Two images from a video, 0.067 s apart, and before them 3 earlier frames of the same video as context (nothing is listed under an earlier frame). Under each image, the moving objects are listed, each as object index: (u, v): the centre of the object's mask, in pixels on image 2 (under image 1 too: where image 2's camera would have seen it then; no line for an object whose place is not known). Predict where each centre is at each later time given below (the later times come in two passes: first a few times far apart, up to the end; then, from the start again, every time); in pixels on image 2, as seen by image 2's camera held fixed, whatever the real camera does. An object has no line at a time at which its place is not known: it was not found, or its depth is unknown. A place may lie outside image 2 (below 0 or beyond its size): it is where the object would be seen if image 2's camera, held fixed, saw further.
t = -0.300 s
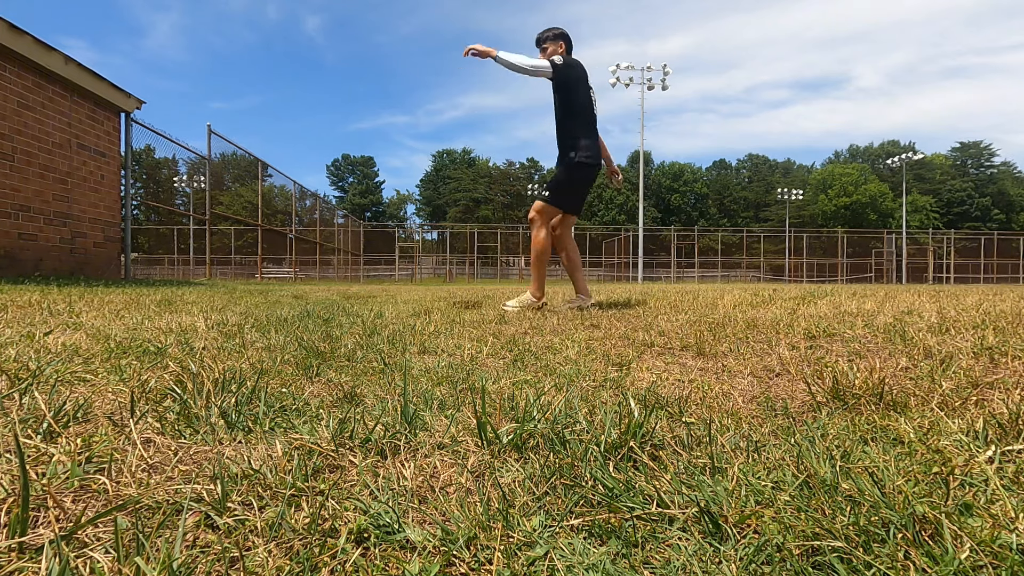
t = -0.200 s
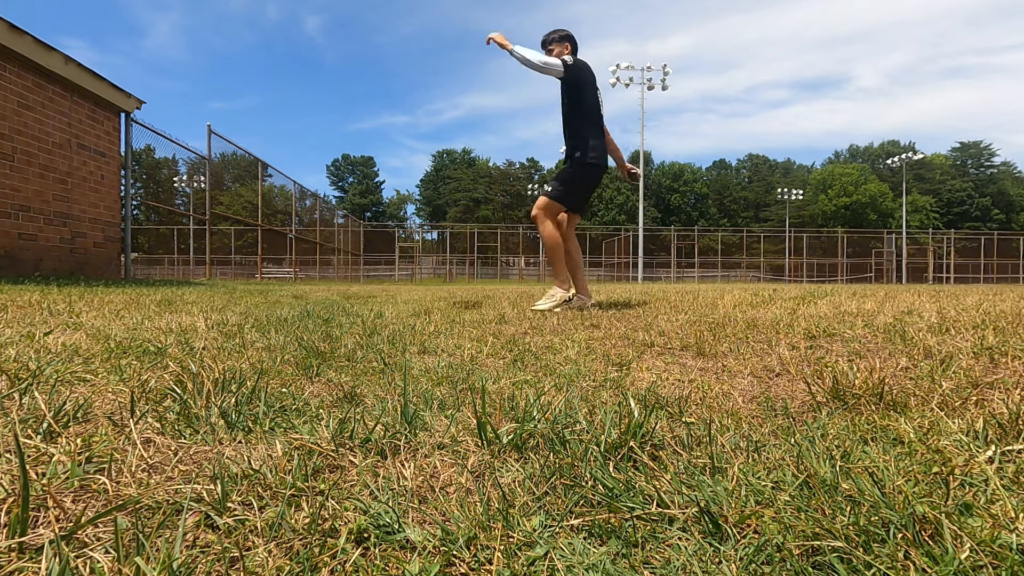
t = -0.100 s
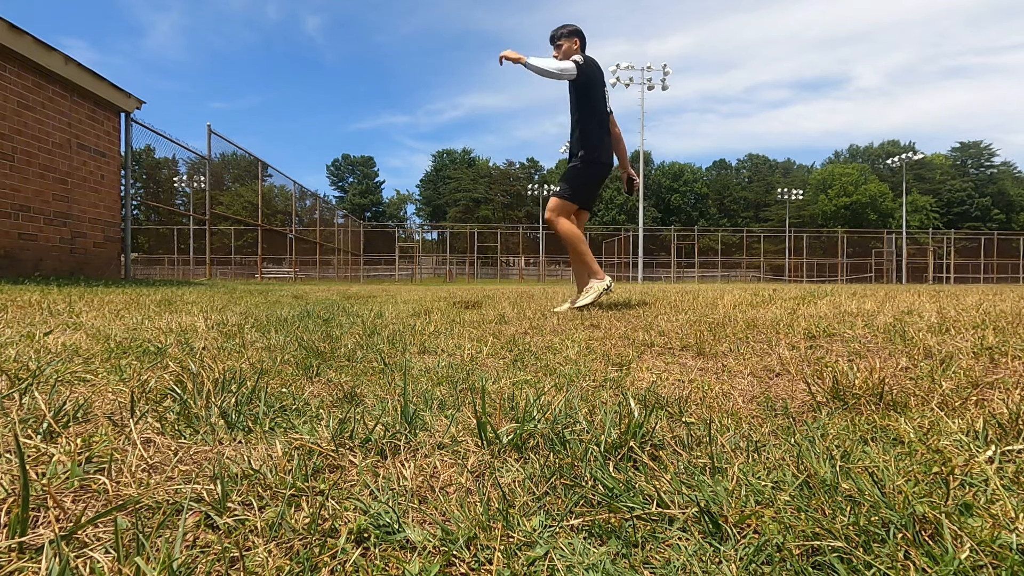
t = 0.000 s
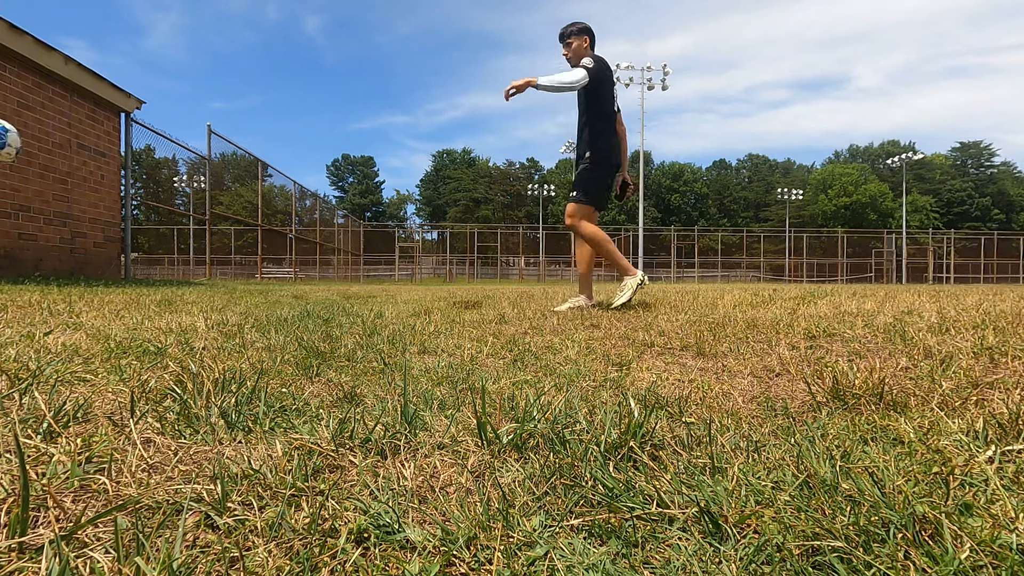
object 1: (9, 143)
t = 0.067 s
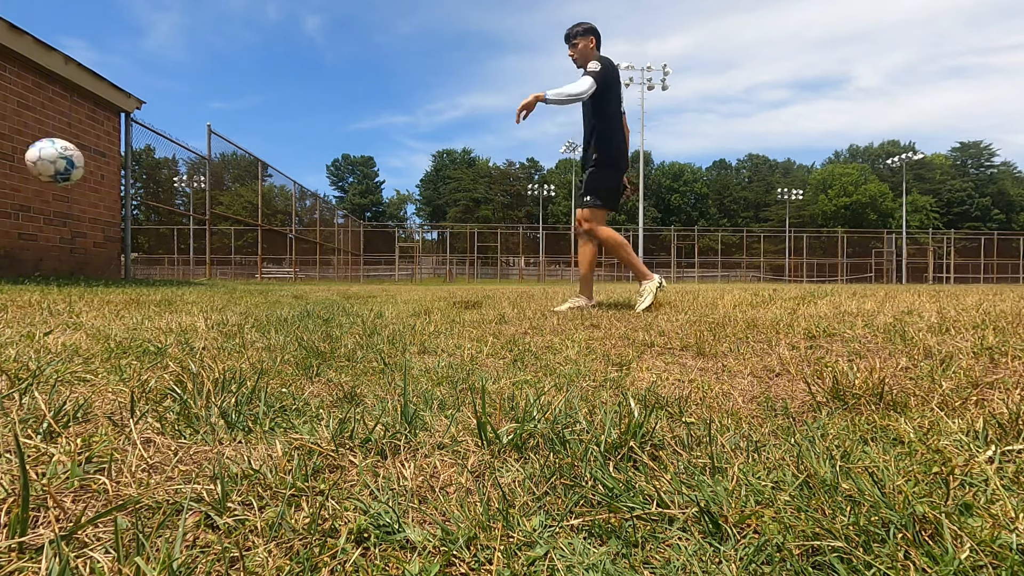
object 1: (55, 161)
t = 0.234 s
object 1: (214, 250)
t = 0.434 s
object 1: (325, 275)
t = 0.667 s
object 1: (399, 294)
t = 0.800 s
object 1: (436, 290)
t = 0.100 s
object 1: (87, 175)
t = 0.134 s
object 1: (120, 191)
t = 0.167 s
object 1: (152, 210)
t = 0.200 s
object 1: (183, 229)
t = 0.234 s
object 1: (214, 250)
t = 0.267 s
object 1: (245, 273)
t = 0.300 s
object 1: (275, 297)
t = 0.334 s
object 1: (292, 297)
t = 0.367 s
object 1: (303, 289)
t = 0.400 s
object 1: (314, 281)
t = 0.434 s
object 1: (325, 275)
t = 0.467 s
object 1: (336, 271)
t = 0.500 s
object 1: (347, 270)
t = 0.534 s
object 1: (357, 271)
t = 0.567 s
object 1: (368, 273)
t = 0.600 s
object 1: (378, 279)
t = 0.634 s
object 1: (389, 286)
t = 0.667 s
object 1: (399, 294)
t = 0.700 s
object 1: (409, 302)
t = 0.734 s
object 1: (418, 297)
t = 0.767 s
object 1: (427, 292)
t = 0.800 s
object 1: (436, 290)
